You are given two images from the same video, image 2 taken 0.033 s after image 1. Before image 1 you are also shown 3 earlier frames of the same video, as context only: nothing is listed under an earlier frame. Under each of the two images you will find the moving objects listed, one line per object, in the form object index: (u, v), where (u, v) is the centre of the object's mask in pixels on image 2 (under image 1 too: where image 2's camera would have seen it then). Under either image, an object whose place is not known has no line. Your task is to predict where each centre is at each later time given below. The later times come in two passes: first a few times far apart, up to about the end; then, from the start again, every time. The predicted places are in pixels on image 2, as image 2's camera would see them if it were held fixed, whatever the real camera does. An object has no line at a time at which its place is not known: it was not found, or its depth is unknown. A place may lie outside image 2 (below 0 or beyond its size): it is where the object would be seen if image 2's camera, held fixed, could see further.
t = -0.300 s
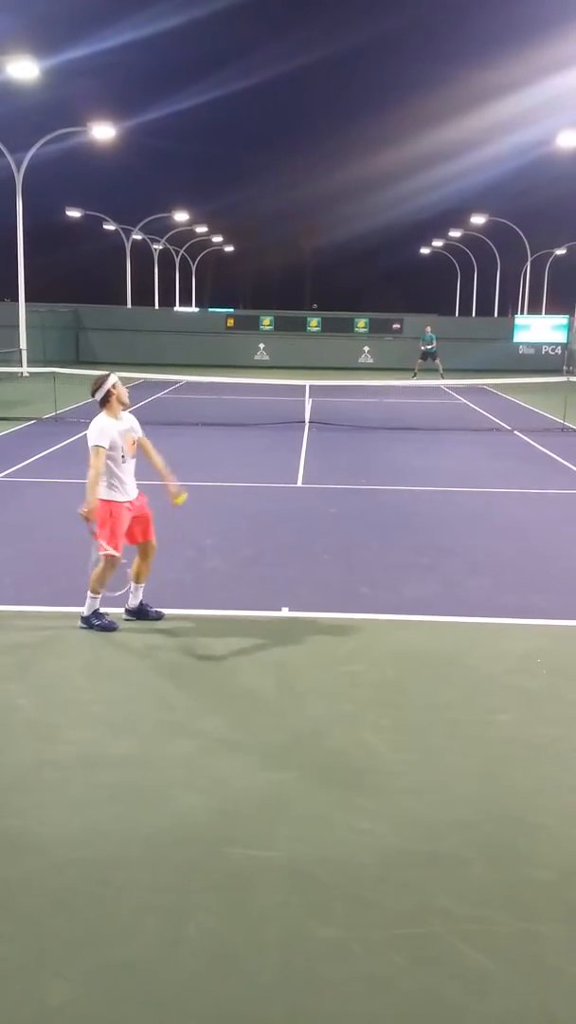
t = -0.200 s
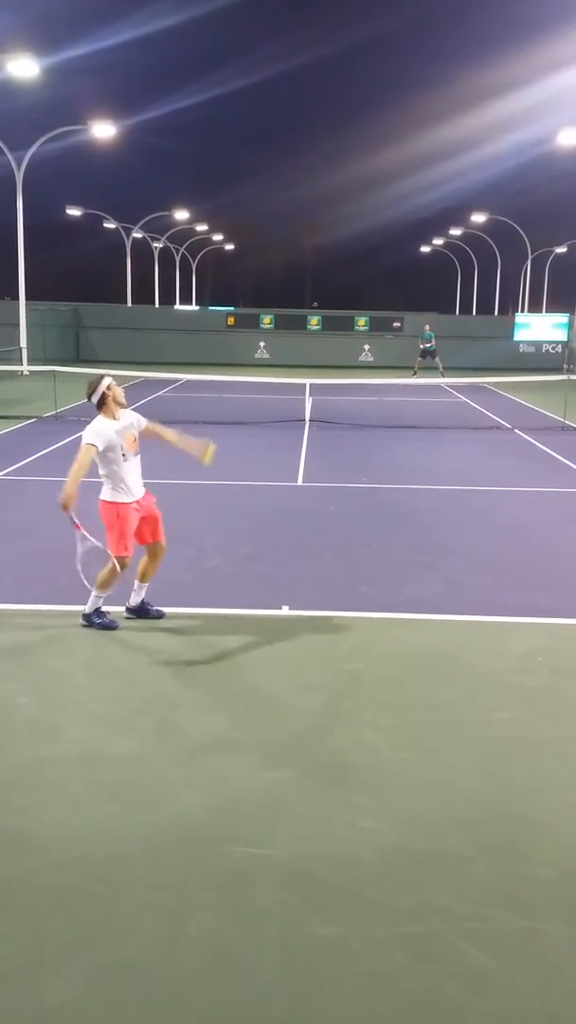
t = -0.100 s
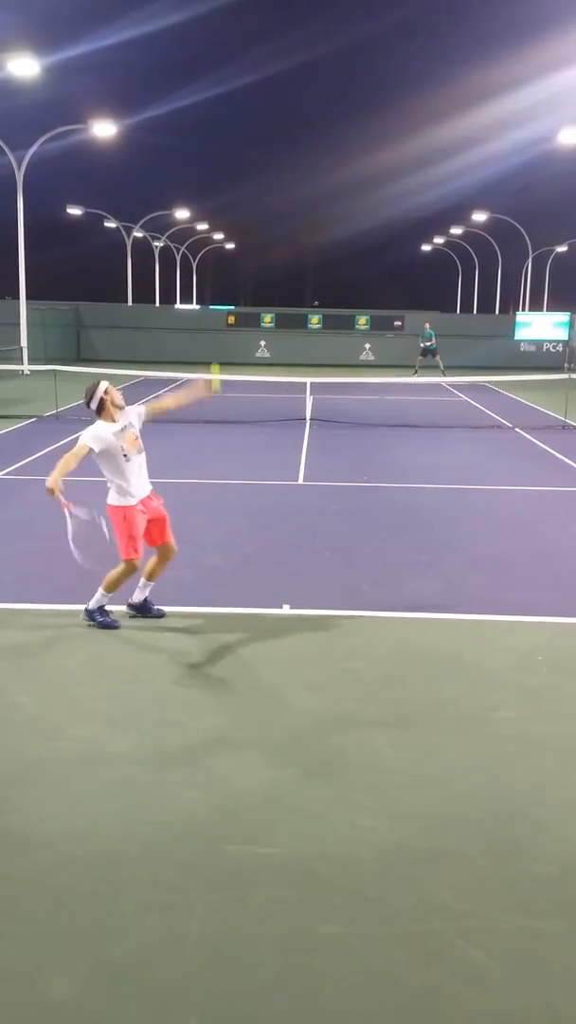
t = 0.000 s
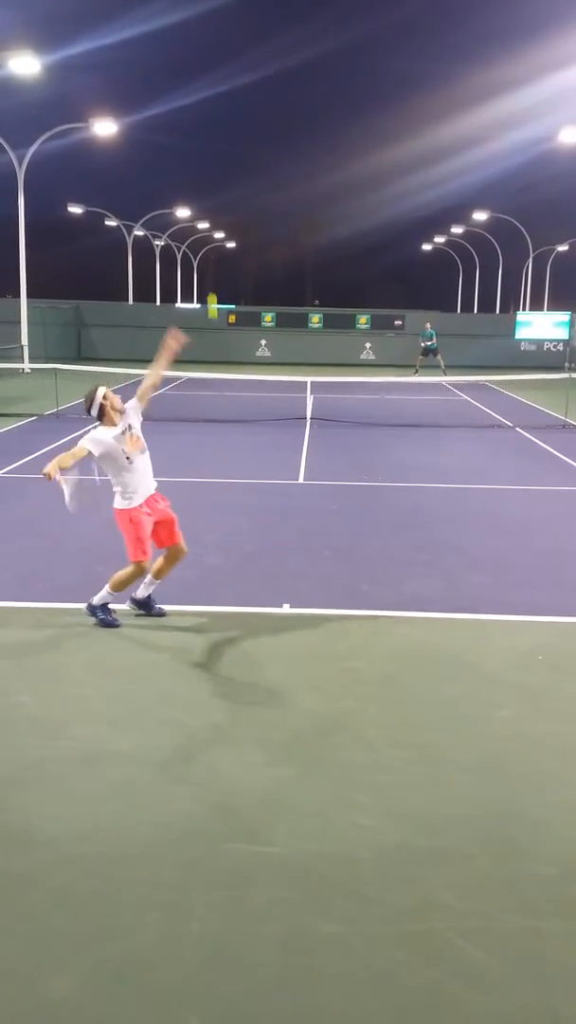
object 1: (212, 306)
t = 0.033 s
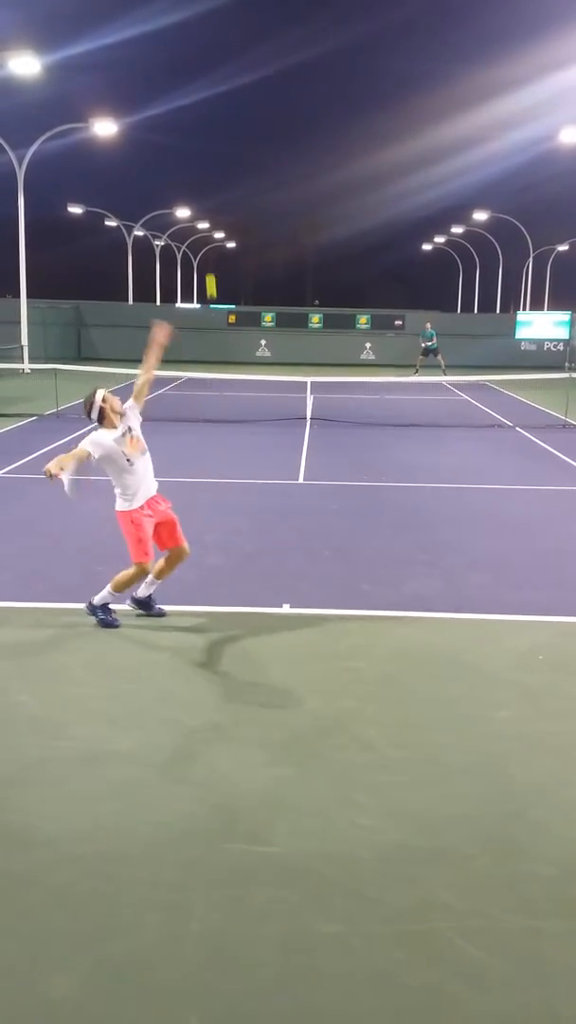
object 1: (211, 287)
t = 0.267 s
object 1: (201, 187)
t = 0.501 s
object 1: (191, 165)
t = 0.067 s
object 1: (210, 267)
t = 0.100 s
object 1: (208, 250)
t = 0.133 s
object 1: (207, 236)
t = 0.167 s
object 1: (205, 218)
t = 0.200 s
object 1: (204, 207)
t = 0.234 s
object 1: (203, 196)
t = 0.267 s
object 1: (201, 187)
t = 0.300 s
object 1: (200, 179)
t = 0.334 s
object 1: (198, 172)
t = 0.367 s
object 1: (197, 168)
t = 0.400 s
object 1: (195, 165)
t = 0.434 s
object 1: (194, 163)
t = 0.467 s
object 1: (193, 164)
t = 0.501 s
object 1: (191, 165)
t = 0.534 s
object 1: (190, 168)
